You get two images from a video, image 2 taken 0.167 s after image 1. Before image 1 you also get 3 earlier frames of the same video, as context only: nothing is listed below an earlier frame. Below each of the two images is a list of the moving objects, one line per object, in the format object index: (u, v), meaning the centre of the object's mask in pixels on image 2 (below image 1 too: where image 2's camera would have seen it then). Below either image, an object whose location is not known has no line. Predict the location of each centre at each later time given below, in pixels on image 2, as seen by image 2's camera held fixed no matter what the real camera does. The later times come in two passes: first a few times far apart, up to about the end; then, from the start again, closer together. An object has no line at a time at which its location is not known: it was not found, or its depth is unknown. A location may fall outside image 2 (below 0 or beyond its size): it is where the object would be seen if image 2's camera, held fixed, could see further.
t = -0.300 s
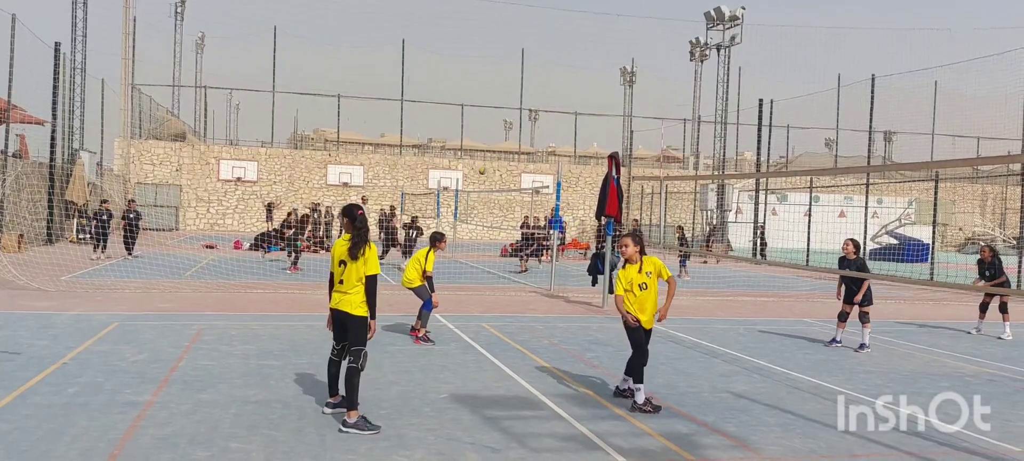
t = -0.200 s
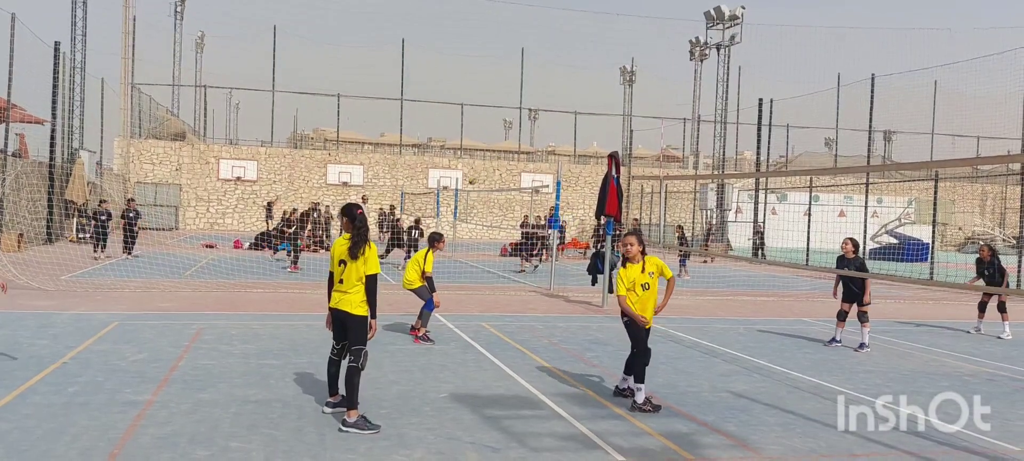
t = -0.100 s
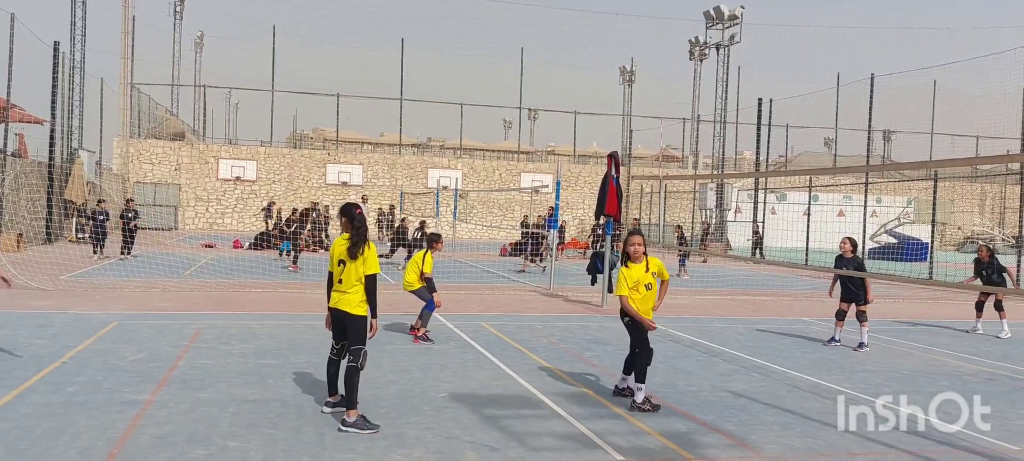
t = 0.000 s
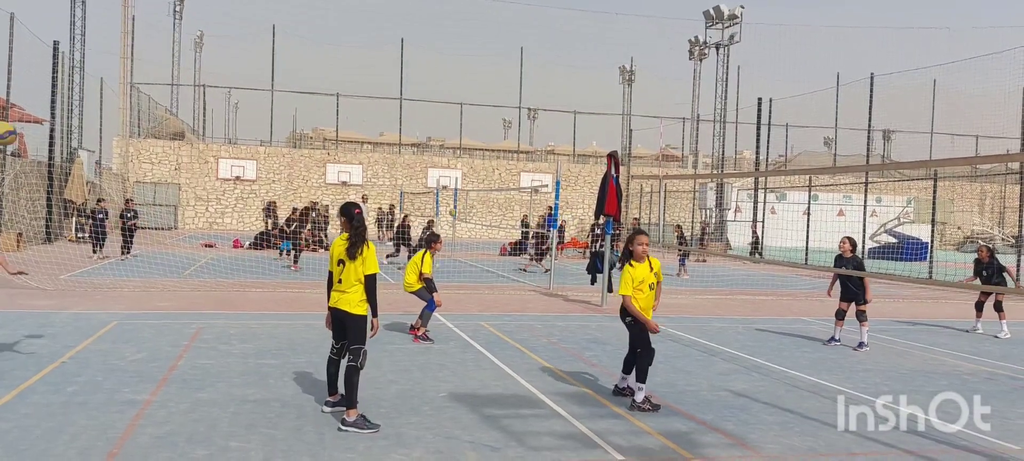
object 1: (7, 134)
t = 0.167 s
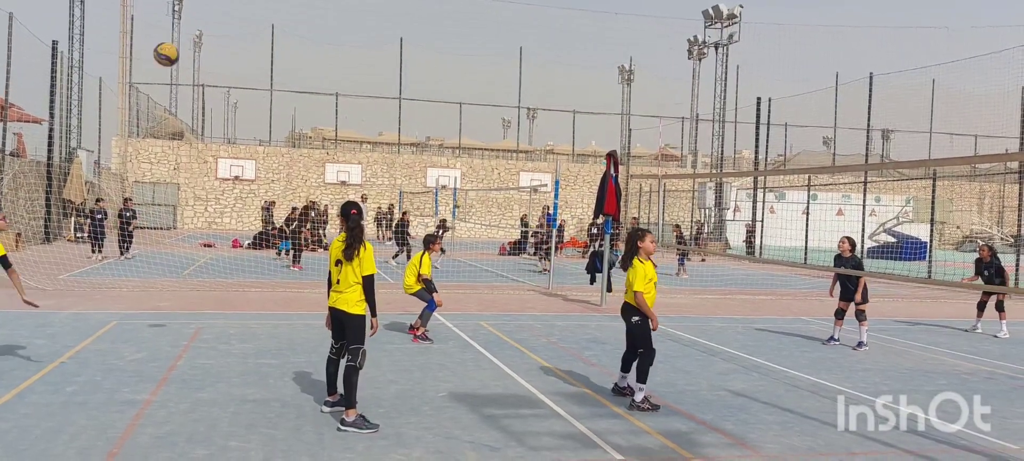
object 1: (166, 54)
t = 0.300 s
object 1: (285, 18)
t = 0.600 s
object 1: (516, 8)
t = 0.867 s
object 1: (686, 68)
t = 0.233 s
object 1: (228, 33)
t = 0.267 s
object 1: (257, 25)
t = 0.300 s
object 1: (285, 18)
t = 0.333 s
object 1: (314, 12)
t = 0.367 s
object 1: (341, 9)
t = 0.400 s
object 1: (368, 7)
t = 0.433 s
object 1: (395, 5)
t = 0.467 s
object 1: (420, 5)
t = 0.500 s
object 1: (444, 5)
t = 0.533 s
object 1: (469, 5)
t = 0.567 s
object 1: (493, 7)
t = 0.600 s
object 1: (516, 8)
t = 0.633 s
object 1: (540, 12)
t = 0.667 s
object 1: (562, 17)
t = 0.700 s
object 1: (583, 23)
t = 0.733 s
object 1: (605, 30)
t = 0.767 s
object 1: (626, 39)
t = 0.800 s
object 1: (647, 48)
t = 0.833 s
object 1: (667, 57)
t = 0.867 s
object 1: (686, 68)
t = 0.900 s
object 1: (707, 79)
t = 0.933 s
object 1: (726, 92)
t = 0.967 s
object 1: (744, 105)
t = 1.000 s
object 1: (763, 119)
